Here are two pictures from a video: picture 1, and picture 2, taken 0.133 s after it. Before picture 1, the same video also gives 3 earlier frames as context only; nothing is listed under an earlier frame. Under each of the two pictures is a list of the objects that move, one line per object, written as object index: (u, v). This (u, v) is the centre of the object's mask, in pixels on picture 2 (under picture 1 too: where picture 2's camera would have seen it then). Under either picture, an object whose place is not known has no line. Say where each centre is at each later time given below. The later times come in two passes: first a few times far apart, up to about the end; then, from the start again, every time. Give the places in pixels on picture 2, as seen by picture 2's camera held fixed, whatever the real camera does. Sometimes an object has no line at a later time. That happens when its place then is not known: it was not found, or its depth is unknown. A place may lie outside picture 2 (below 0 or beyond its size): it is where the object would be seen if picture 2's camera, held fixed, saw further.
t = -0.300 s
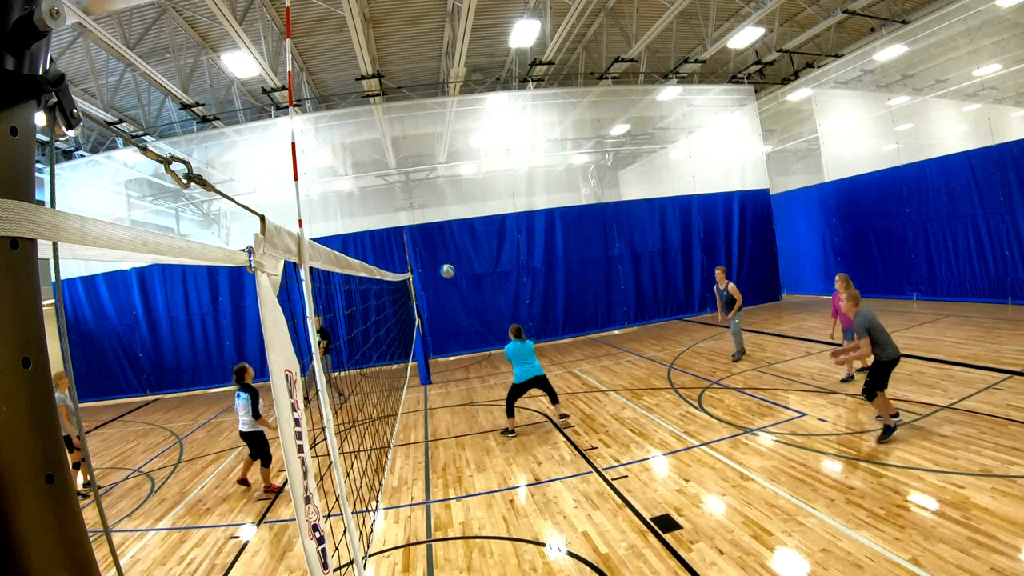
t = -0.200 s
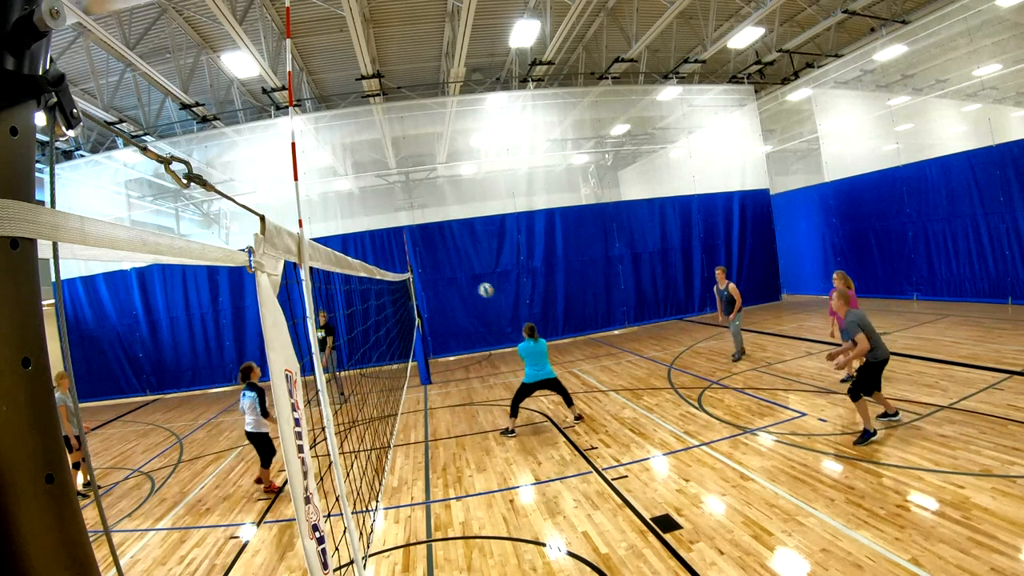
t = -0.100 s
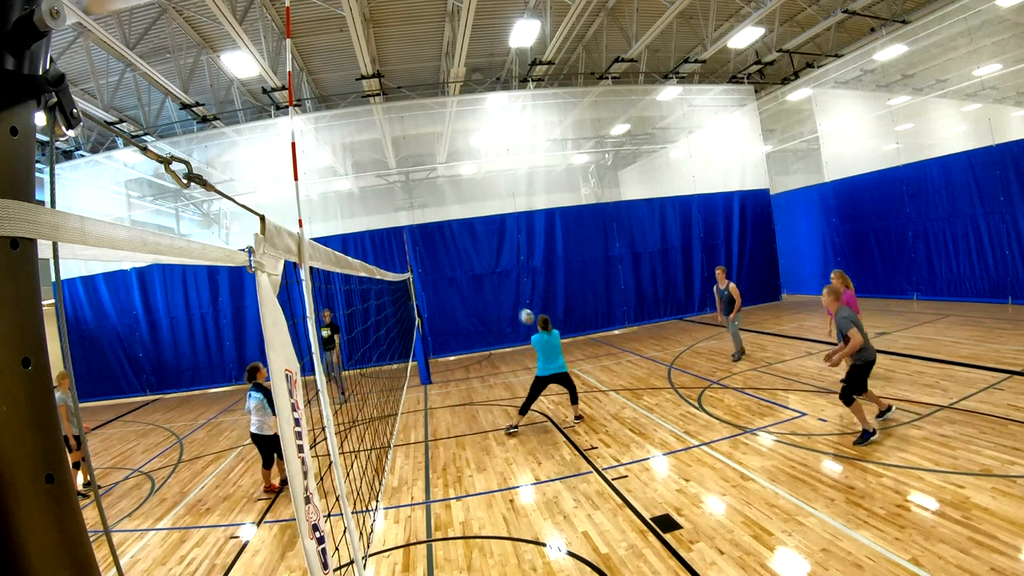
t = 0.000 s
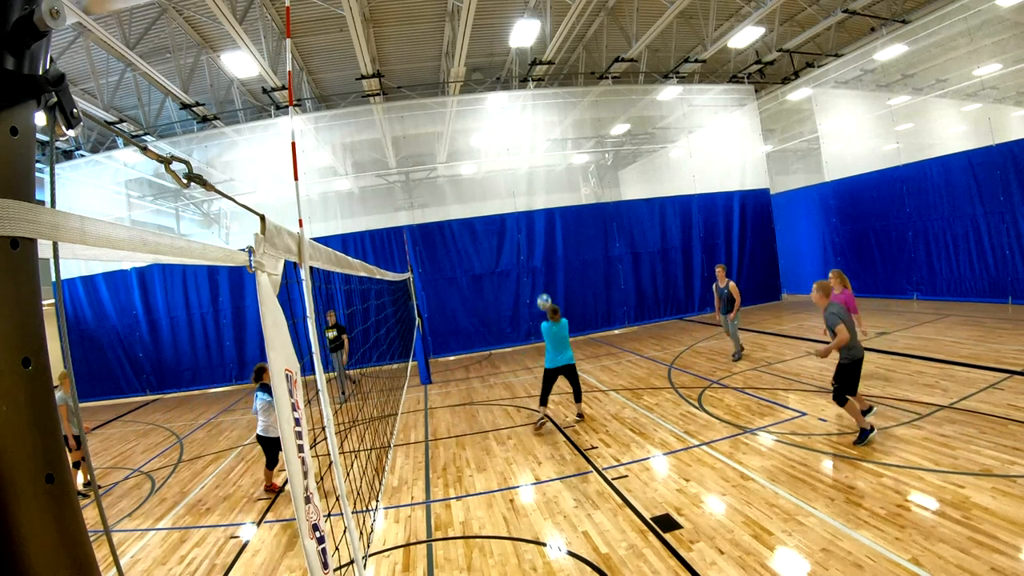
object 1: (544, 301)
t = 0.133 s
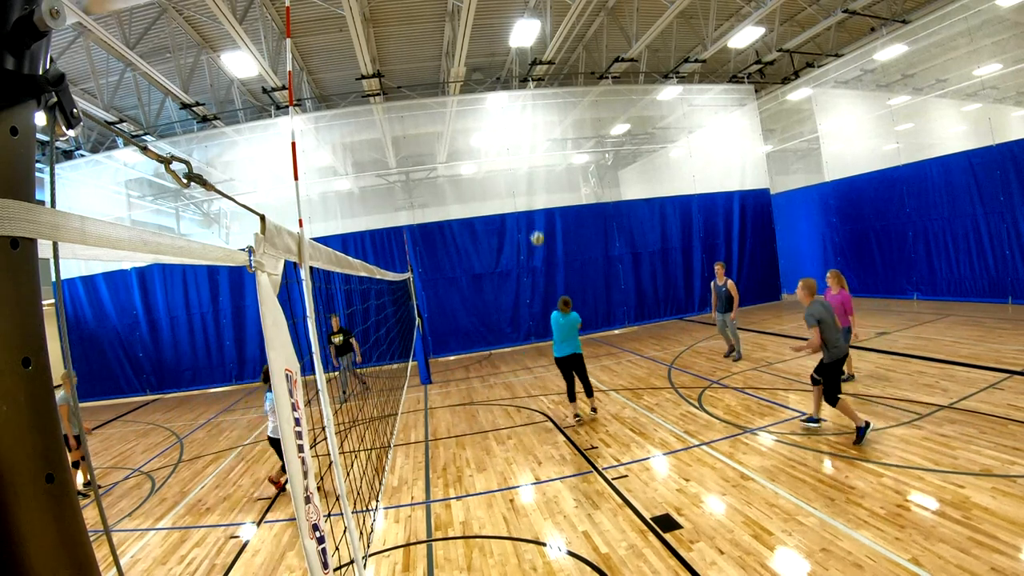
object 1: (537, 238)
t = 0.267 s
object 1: (531, 191)
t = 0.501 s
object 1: (524, 142)
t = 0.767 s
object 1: (522, 129)
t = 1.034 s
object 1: (525, 154)
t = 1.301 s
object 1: (533, 213)
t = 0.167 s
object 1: (535, 225)
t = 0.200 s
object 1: (534, 212)
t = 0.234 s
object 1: (533, 201)
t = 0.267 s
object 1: (531, 191)
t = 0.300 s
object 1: (530, 181)
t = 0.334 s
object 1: (528, 173)
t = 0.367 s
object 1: (528, 165)
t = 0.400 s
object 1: (527, 158)
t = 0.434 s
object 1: (526, 152)
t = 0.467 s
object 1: (525, 147)
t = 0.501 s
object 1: (524, 142)
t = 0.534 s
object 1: (524, 138)
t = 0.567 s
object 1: (523, 134)
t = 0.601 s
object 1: (523, 132)
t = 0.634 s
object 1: (523, 130)
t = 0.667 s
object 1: (522, 129)
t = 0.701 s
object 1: (522, 128)
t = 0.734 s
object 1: (522, 128)
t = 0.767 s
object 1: (522, 129)
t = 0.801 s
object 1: (522, 130)
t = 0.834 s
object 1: (523, 131)
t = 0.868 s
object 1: (523, 134)
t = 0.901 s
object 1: (523, 137)
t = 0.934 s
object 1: (524, 140)
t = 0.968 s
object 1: (524, 144)
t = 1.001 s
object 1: (525, 149)
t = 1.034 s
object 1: (525, 154)
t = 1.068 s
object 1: (526, 159)
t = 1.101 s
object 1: (527, 166)
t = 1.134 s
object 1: (528, 172)
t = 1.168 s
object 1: (529, 179)
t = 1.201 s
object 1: (530, 187)
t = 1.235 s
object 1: (531, 195)
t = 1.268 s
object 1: (532, 204)
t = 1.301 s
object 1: (533, 213)
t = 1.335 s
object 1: (535, 222)
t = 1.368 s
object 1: (536, 232)
